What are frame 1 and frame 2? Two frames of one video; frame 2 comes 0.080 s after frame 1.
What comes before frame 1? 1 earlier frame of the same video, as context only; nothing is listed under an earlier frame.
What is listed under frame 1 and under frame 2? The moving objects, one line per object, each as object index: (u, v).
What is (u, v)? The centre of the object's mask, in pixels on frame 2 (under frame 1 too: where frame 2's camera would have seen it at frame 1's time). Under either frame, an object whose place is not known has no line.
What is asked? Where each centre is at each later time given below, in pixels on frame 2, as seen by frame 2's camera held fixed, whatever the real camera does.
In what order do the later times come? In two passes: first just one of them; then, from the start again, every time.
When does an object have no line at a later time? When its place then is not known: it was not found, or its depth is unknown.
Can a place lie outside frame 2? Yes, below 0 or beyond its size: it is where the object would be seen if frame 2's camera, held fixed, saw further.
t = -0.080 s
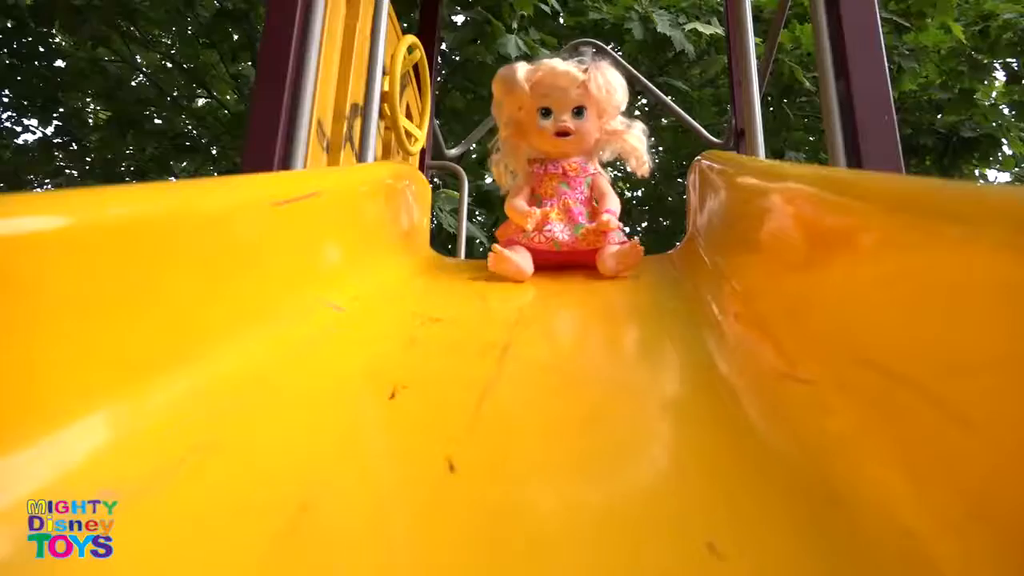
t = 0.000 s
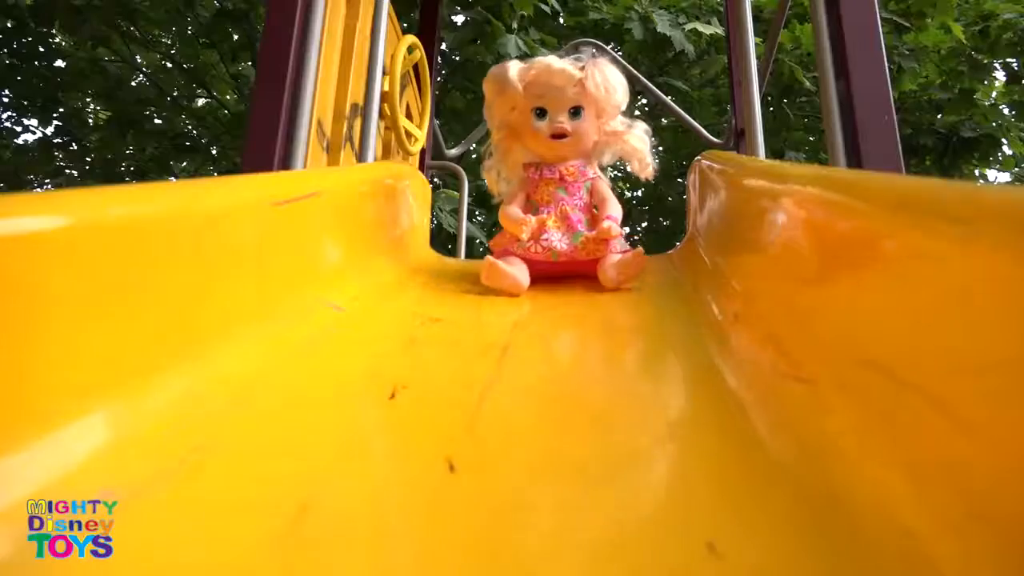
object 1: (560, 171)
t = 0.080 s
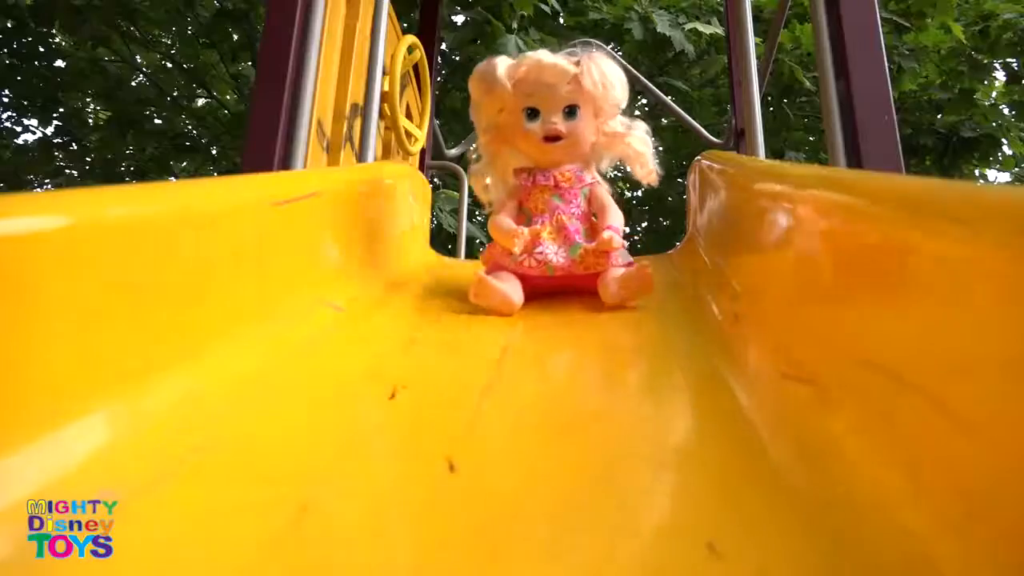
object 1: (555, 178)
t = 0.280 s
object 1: (525, 209)
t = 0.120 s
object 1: (551, 182)
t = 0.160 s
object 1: (547, 188)
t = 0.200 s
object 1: (541, 194)
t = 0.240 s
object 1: (534, 201)
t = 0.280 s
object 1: (525, 209)
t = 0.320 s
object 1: (513, 220)
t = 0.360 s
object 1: (498, 237)
